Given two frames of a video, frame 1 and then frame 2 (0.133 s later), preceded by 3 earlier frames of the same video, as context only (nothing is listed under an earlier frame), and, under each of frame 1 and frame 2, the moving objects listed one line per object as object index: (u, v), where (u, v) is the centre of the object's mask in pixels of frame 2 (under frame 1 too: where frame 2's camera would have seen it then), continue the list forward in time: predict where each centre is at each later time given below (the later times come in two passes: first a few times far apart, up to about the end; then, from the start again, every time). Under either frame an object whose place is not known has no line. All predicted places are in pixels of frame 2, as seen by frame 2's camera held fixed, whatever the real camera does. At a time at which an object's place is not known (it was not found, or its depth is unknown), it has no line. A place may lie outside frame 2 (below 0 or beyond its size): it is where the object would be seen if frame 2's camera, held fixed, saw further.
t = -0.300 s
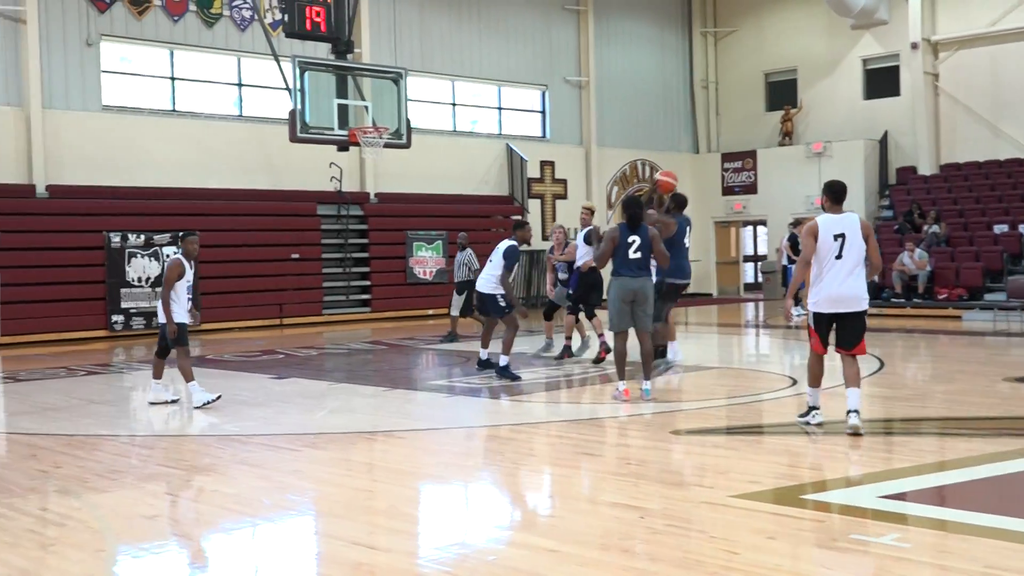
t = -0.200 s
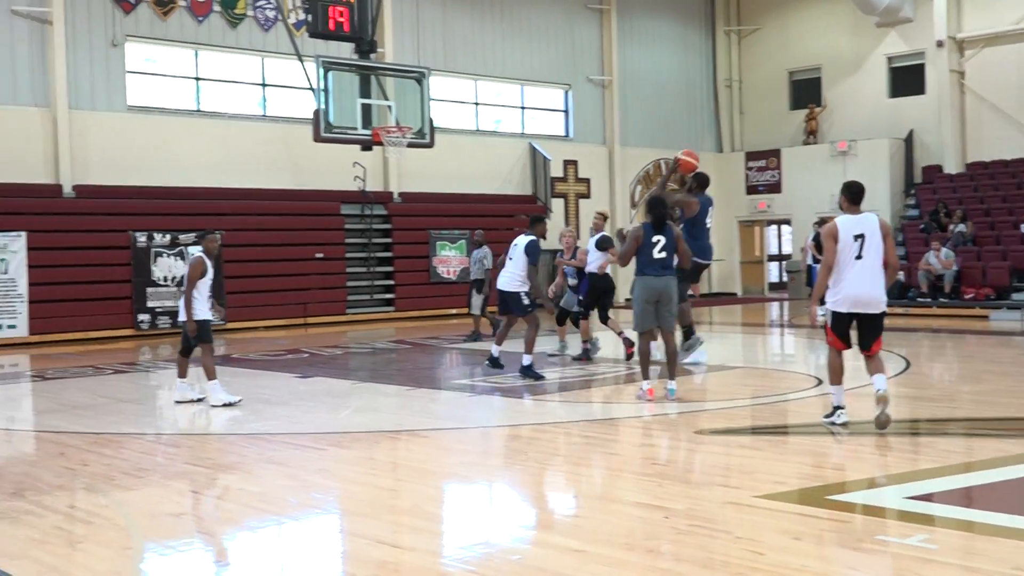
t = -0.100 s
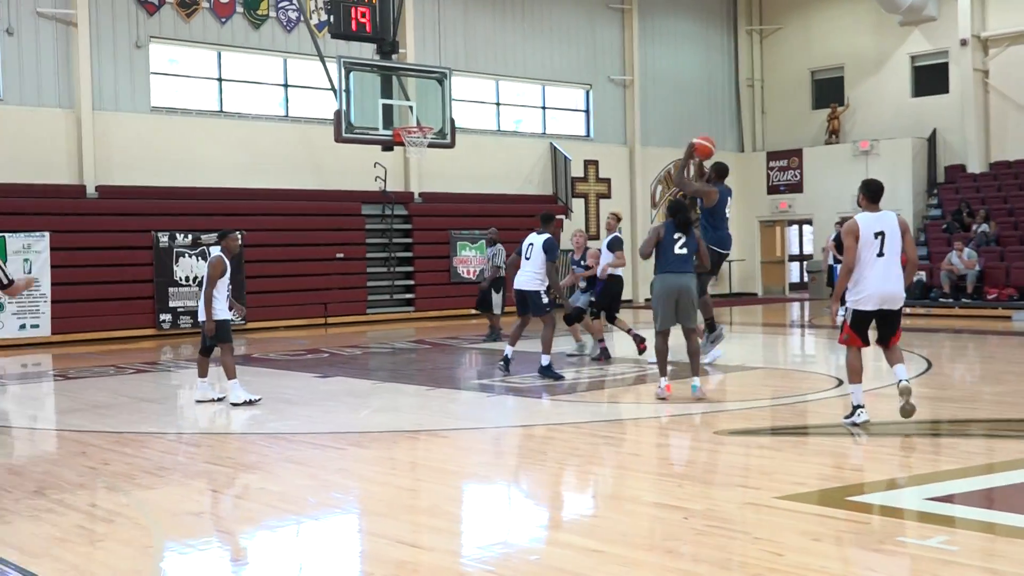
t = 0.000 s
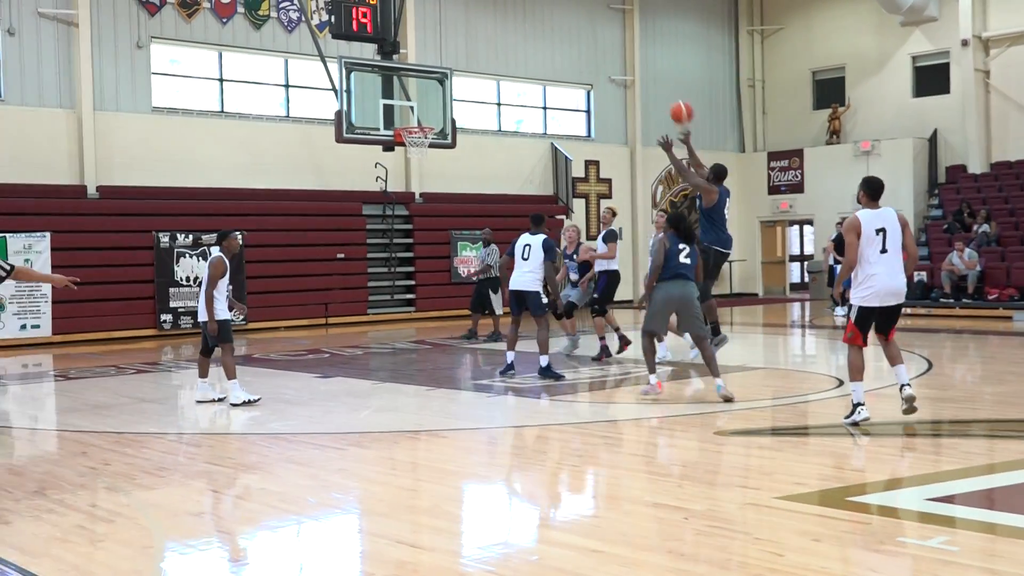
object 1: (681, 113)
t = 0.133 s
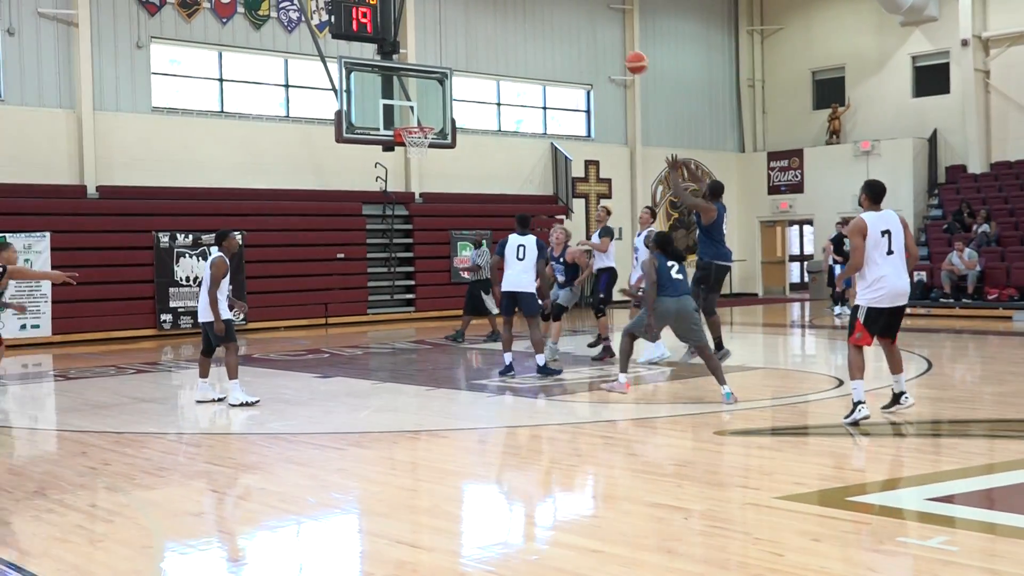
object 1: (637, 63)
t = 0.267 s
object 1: (596, 31)
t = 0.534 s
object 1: (524, 21)
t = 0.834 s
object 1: (456, 76)
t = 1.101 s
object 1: (452, 103)
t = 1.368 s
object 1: (505, 99)
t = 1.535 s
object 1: (542, 126)
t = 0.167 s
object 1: (626, 53)
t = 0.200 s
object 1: (616, 45)
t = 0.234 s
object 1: (606, 37)
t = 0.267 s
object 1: (596, 31)
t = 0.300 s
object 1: (587, 27)
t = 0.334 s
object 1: (577, 23)
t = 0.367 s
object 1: (568, 20)
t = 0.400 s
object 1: (559, 19)
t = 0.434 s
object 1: (550, 17)
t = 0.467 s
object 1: (541, 18)
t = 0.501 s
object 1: (533, 19)
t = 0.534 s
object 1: (524, 21)
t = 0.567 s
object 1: (516, 24)
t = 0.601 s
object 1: (508, 28)
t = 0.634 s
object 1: (500, 32)
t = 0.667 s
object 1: (493, 37)
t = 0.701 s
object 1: (485, 44)
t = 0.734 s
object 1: (478, 51)
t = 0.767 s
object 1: (470, 60)
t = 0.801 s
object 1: (463, 67)
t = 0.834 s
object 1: (456, 76)
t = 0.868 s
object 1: (449, 86)
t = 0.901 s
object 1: (443, 97)
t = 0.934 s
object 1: (436, 108)
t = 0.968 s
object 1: (430, 120)
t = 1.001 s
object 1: (433, 119)
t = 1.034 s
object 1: (440, 112)
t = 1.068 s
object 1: (445, 108)
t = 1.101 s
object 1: (452, 103)
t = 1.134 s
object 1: (458, 99)
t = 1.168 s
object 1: (465, 97)
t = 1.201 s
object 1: (471, 95)
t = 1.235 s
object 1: (478, 94)
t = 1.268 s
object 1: (485, 94)
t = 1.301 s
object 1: (492, 95)
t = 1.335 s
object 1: (498, 96)
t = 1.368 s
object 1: (505, 99)
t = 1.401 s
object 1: (513, 102)
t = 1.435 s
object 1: (520, 106)
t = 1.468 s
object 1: (527, 112)
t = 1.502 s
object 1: (535, 118)
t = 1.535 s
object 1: (542, 126)
